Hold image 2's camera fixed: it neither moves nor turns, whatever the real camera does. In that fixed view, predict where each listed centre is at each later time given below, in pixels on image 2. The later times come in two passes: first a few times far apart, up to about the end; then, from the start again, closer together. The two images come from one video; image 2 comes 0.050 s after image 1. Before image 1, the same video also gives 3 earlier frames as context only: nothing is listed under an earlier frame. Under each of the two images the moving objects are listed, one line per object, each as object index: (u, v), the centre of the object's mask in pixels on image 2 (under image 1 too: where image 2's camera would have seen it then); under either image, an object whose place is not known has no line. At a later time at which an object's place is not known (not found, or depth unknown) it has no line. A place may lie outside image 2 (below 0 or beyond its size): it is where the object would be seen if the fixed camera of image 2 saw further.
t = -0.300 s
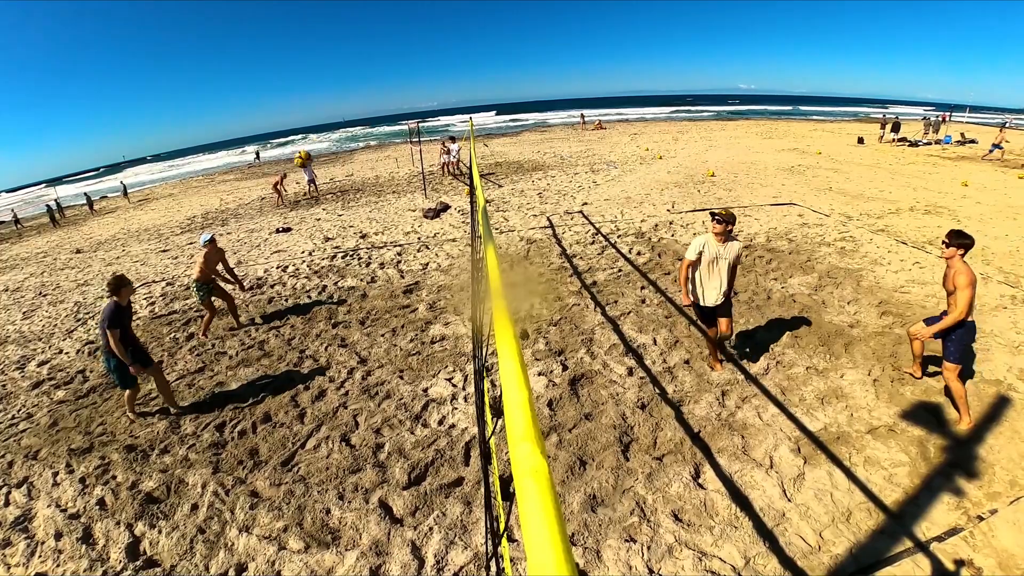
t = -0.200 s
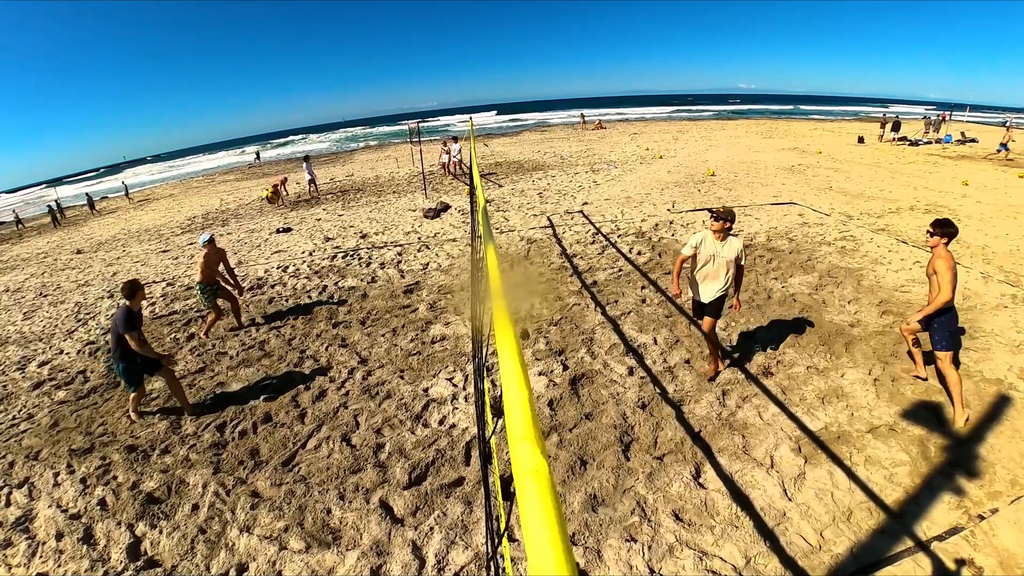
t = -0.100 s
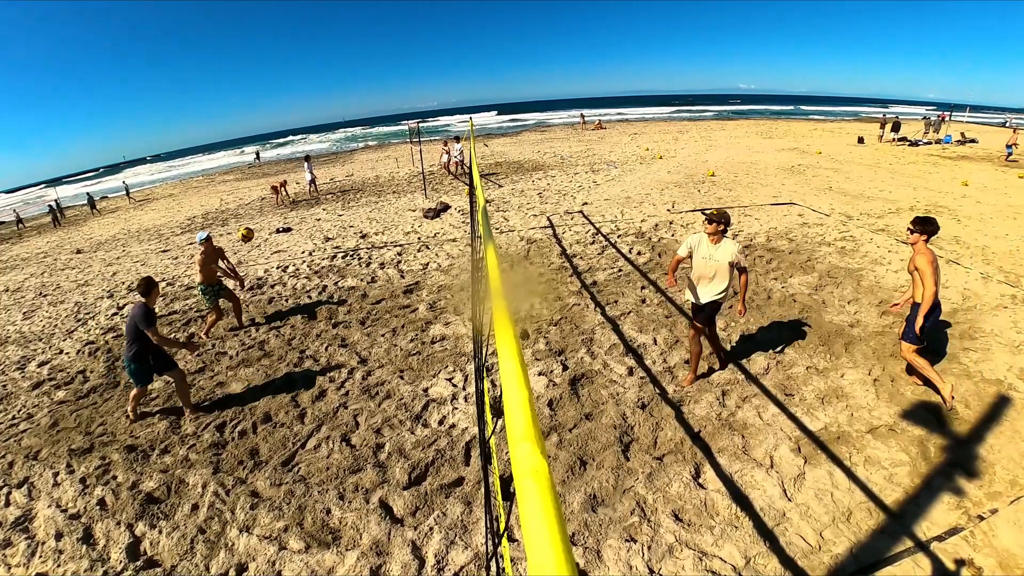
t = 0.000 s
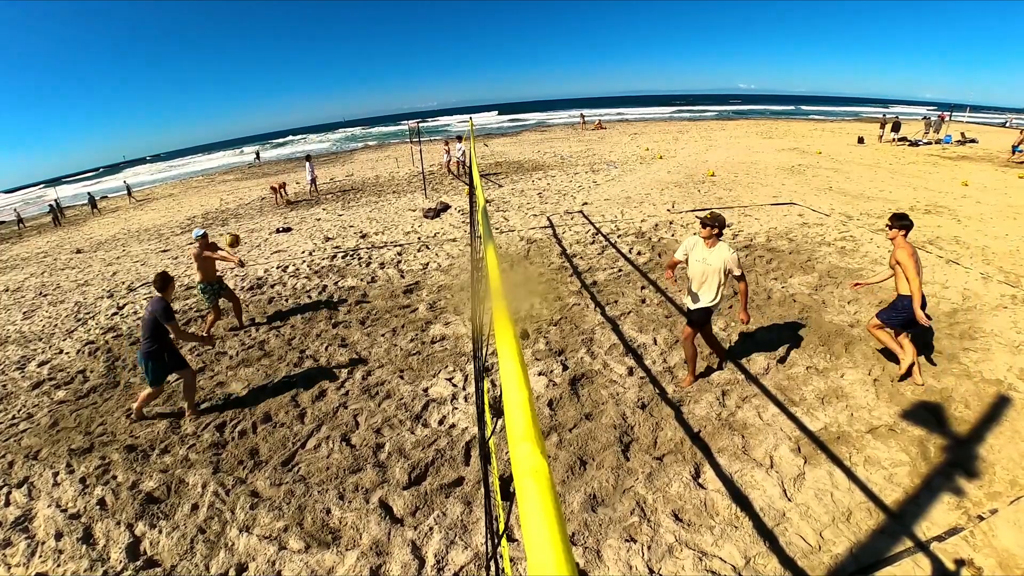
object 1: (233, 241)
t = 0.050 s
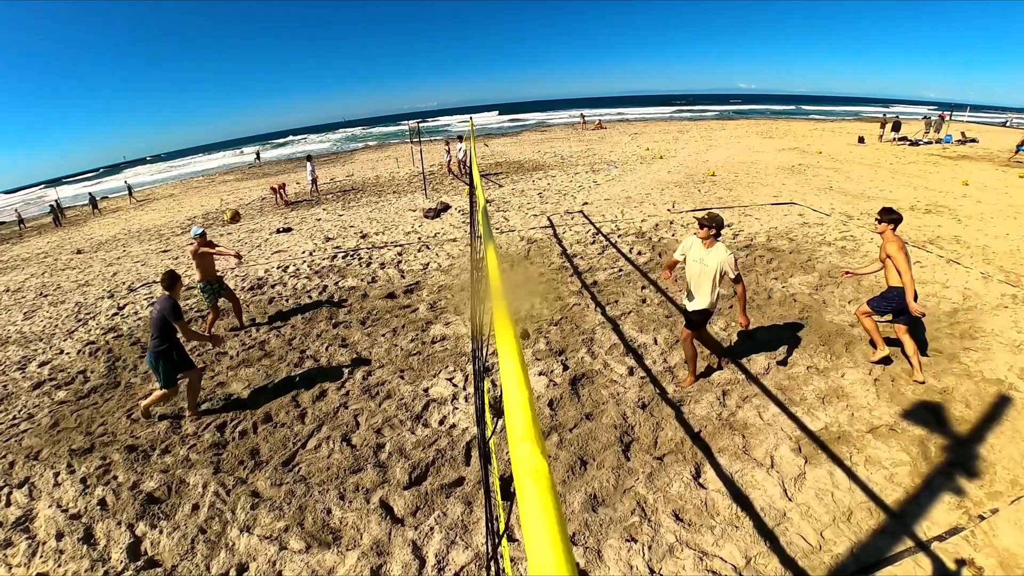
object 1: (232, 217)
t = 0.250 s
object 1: (237, 132)
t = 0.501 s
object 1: (255, 65)
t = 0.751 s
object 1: (282, 48)
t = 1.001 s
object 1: (312, 83)
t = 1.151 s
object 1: (332, 128)
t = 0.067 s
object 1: (233, 209)
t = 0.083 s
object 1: (233, 201)
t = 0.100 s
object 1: (233, 194)
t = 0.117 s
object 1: (233, 186)
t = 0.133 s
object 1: (233, 179)
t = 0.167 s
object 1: (234, 165)
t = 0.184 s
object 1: (235, 158)
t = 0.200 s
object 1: (235, 151)
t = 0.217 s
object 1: (235, 145)
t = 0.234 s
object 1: (237, 138)
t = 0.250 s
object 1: (237, 132)
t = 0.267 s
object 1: (238, 126)
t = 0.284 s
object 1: (239, 121)
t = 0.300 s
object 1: (240, 115)
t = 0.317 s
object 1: (241, 110)
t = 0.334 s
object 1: (242, 105)
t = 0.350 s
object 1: (243, 100)
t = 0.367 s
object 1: (244, 95)
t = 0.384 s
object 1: (245, 91)
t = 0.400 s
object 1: (247, 86)
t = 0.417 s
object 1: (248, 82)
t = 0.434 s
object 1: (249, 78)
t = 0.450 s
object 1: (251, 75)
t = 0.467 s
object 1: (252, 71)
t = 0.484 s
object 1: (254, 68)
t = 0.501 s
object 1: (255, 65)
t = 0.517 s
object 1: (257, 62)
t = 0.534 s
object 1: (259, 60)
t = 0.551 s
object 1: (260, 57)
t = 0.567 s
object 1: (262, 55)
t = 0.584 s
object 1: (264, 54)
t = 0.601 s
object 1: (265, 52)
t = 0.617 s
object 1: (267, 51)
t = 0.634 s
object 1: (268, 49)
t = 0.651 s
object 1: (270, 48)
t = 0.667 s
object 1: (272, 47)
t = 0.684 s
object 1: (274, 47)
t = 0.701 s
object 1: (276, 47)
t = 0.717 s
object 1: (278, 47)
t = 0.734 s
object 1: (280, 47)
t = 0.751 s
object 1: (282, 48)
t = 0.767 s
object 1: (284, 49)
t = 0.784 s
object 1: (285, 50)
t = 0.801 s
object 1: (287, 51)
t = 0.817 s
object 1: (289, 52)
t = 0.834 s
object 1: (291, 54)
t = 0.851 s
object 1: (293, 56)
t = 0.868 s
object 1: (295, 58)
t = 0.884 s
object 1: (297, 60)
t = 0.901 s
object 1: (299, 63)
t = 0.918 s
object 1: (302, 66)
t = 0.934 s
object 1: (303, 69)
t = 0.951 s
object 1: (306, 72)
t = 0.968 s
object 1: (308, 76)
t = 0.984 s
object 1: (310, 79)
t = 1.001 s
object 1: (312, 83)
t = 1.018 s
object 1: (314, 87)
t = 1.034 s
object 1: (316, 92)
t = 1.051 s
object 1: (318, 96)
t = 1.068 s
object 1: (321, 101)
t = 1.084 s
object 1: (323, 106)
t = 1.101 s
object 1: (325, 111)
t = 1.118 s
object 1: (327, 116)
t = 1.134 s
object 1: (330, 122)
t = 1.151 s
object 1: (332, 128)
